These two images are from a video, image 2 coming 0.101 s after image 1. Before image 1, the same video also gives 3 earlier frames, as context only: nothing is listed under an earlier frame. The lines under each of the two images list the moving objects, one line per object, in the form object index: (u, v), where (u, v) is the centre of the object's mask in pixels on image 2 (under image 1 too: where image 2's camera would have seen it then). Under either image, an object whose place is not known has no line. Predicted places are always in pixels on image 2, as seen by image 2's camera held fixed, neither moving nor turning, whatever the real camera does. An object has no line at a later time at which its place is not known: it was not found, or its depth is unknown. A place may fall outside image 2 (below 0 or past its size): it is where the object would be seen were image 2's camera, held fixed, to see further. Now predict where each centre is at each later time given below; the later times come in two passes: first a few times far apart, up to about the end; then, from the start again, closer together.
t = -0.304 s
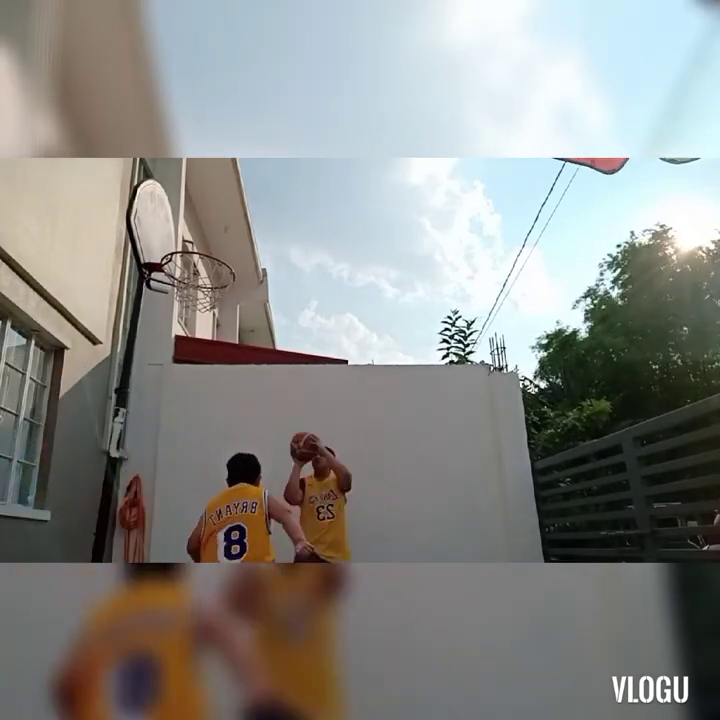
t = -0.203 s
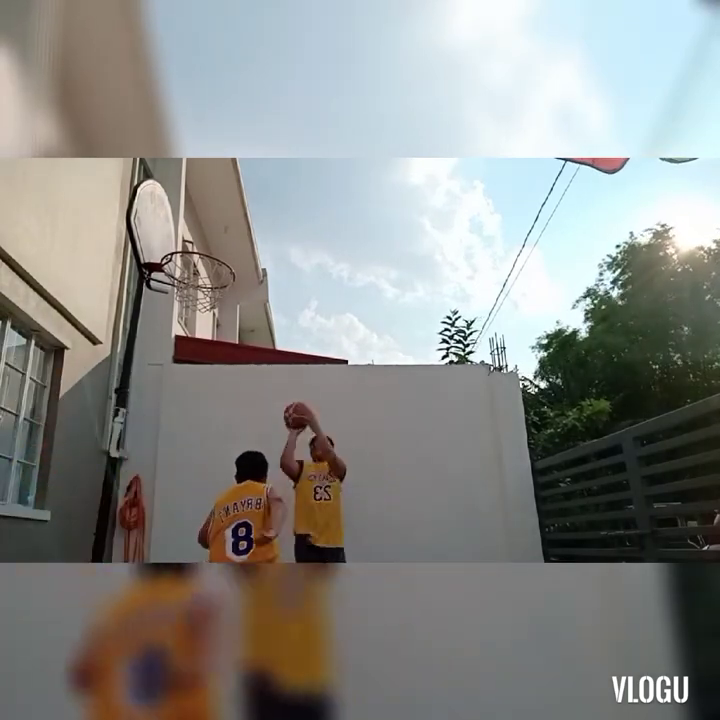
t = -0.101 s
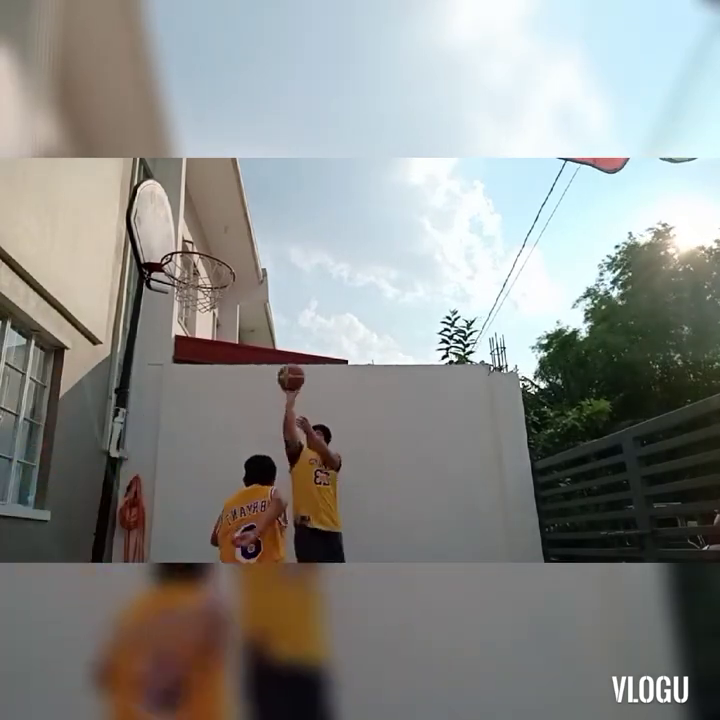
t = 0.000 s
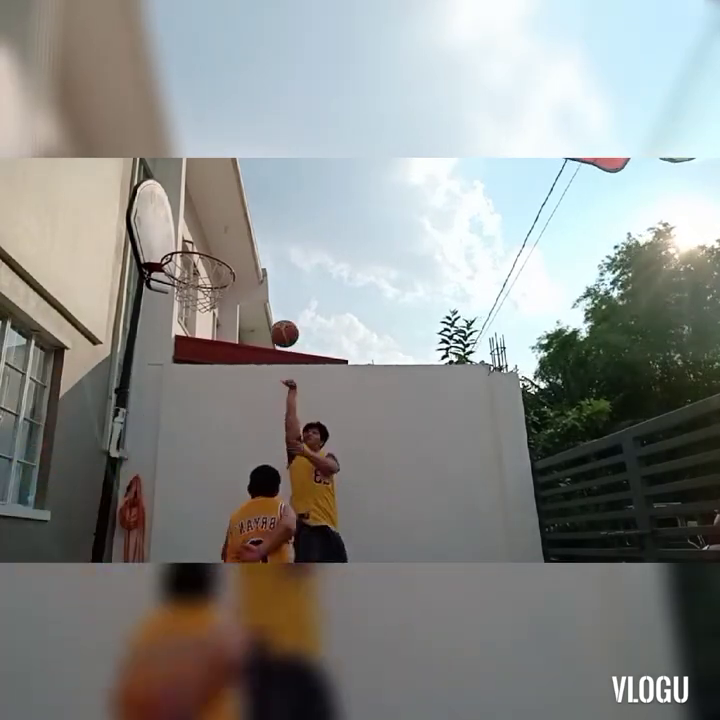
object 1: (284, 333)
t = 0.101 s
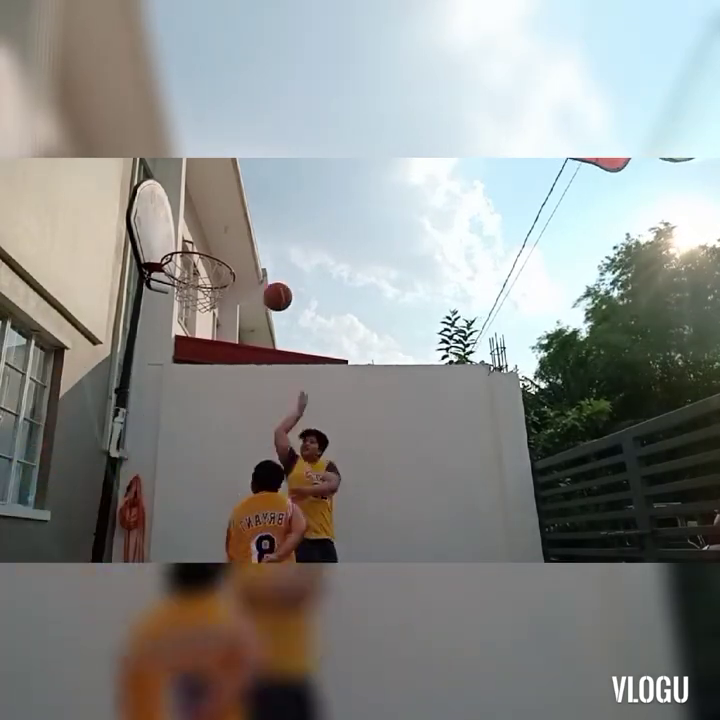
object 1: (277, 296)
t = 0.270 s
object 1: (264, 254)
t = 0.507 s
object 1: (241, 243)
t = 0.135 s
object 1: (275, 286)
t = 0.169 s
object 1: (272, 276)
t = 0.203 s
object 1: (269, 268)
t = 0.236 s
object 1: (267, 261)
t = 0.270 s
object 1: (264, 254)
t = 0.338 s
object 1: (258, 245)
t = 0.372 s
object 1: (255, 242)
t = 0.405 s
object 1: (252, 240)
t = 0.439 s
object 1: (248, 240)
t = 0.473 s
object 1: (245, 241)
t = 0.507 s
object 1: (241, 243)
